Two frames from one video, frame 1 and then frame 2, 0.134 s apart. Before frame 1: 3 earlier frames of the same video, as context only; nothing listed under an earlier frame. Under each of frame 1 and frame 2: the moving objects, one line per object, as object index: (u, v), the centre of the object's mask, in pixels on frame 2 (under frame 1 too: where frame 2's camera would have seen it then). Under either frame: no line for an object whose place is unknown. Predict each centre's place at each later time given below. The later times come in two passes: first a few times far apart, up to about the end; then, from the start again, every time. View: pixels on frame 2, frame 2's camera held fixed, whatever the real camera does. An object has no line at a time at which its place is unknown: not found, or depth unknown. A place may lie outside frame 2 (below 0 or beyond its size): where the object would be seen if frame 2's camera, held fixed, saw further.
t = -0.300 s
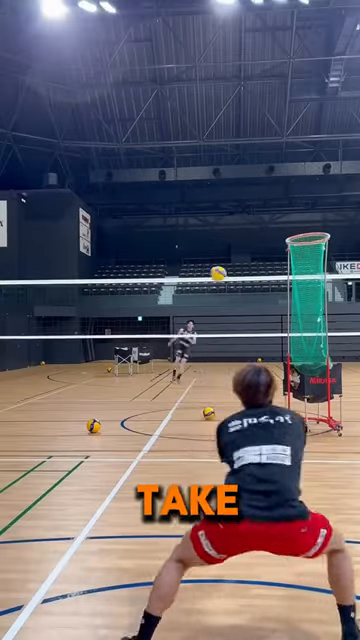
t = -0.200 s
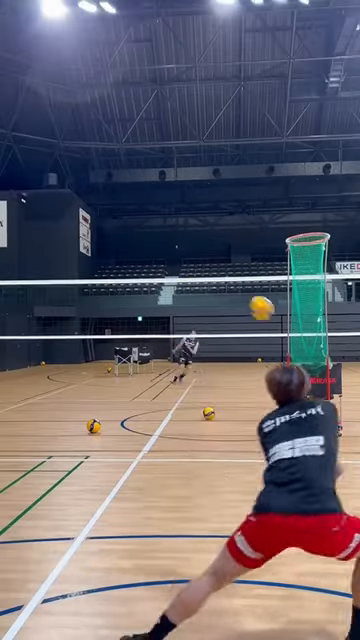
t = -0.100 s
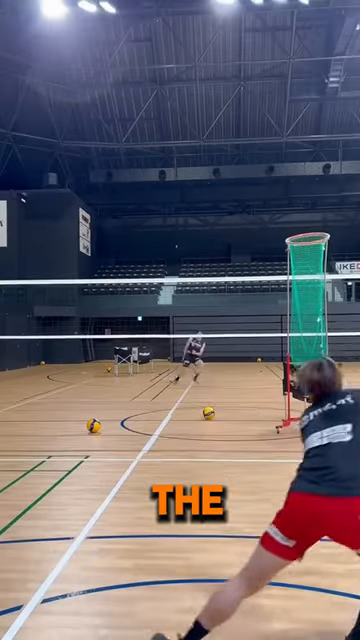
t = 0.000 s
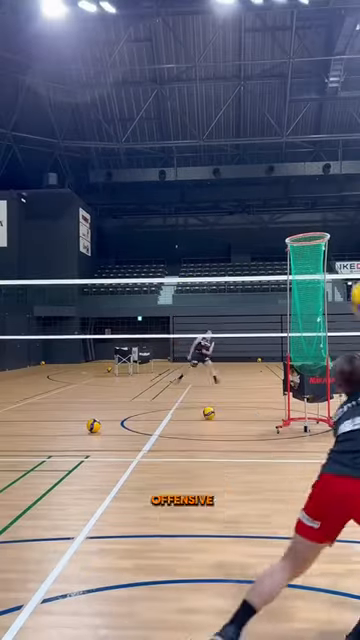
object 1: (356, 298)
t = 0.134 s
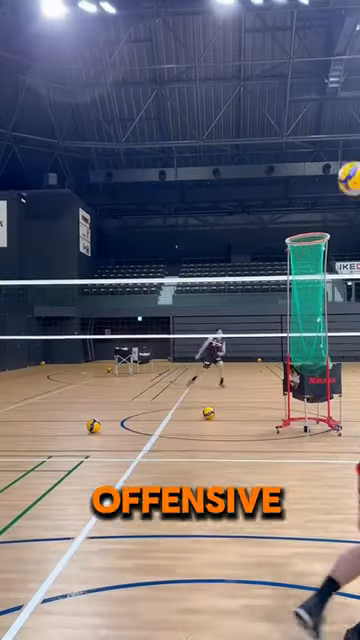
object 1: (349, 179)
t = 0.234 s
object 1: (345, 121)
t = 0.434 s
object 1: (333, 61)
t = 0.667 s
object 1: (324, 51)
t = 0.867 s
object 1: (318, 77)
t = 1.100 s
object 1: (312, 135)
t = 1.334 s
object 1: (307, 214)
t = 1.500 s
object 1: (305, 280)
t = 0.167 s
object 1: (349, 156)
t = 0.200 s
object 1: (347, 138)
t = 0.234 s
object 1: (345, 121)
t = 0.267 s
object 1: (343, 107)
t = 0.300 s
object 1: (340, 94)
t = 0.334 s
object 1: (339, 83)
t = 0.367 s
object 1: (337, 74)
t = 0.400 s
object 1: (335, 67)
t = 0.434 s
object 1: (333, 61)
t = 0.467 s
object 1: (332, 56)
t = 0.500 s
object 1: (331, 52)
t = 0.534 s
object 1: (329, 50)
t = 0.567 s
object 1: (328, 49)
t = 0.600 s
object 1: (326, 49)
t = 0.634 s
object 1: (325, 49)
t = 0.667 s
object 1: (324, 51)
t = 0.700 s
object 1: (323, 53)
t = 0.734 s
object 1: (321, 57)
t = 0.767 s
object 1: (320, 61)
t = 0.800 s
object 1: (319, 65)
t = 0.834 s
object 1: (319, 71)
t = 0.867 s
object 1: (318, 77)
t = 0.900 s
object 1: (317, 83)
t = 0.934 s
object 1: (316, 90)
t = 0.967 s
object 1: (315, 99)
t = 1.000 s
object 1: (314, 107)
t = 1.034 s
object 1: (313, 115)
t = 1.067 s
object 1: (313, 125)
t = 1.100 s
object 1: (312, 135)
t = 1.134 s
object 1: (311, 145)
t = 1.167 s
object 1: (311, 155)
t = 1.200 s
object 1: (310, 166)
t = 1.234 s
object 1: (309, 178)
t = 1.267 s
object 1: (309, 190)
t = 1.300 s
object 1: (308, 202)
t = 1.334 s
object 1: (307, 214)
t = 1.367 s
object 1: (307, 226)
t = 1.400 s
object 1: (306, 237)
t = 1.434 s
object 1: (306, 253)
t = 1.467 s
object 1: (305, 265)
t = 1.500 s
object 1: (305, 280)
